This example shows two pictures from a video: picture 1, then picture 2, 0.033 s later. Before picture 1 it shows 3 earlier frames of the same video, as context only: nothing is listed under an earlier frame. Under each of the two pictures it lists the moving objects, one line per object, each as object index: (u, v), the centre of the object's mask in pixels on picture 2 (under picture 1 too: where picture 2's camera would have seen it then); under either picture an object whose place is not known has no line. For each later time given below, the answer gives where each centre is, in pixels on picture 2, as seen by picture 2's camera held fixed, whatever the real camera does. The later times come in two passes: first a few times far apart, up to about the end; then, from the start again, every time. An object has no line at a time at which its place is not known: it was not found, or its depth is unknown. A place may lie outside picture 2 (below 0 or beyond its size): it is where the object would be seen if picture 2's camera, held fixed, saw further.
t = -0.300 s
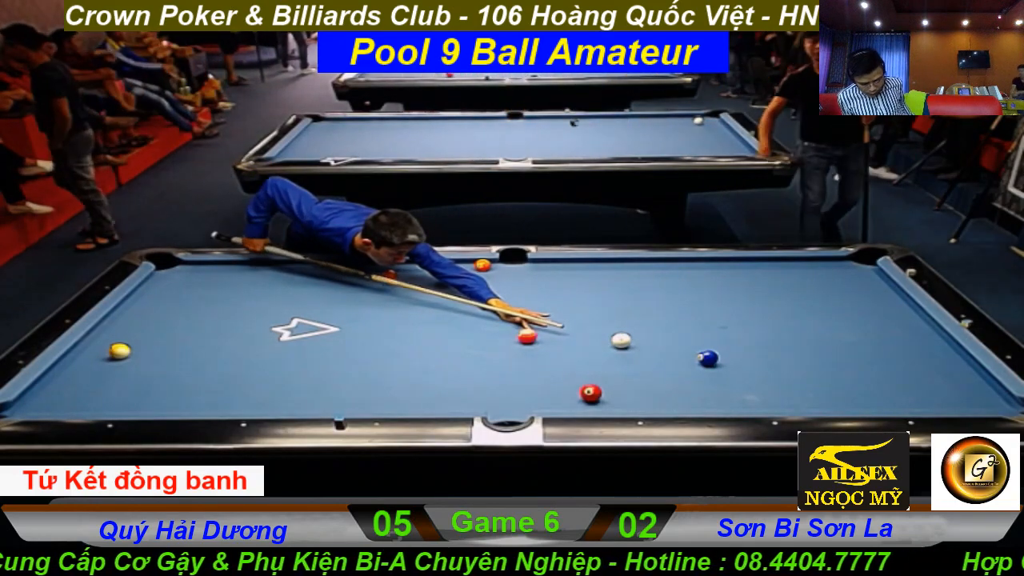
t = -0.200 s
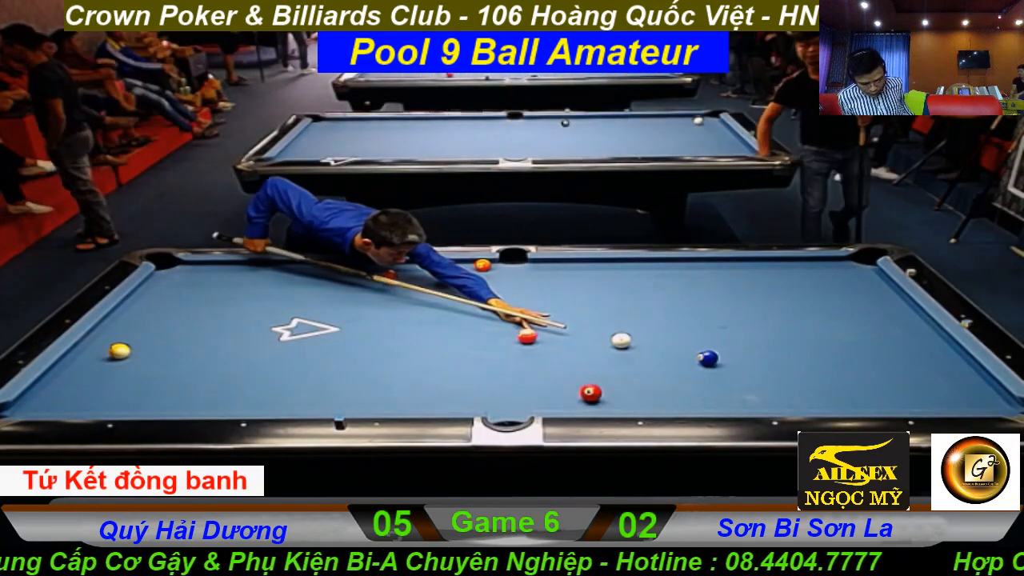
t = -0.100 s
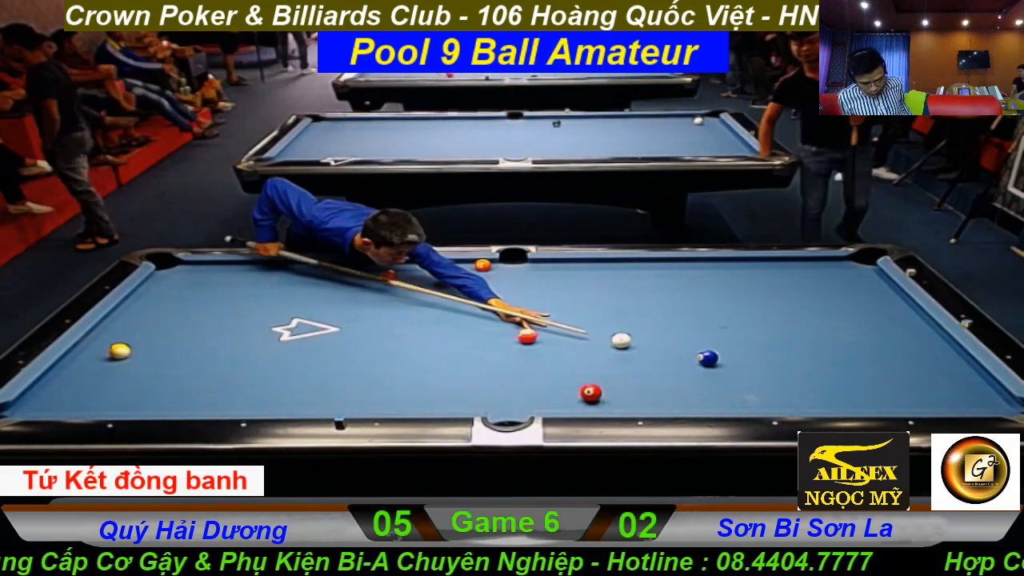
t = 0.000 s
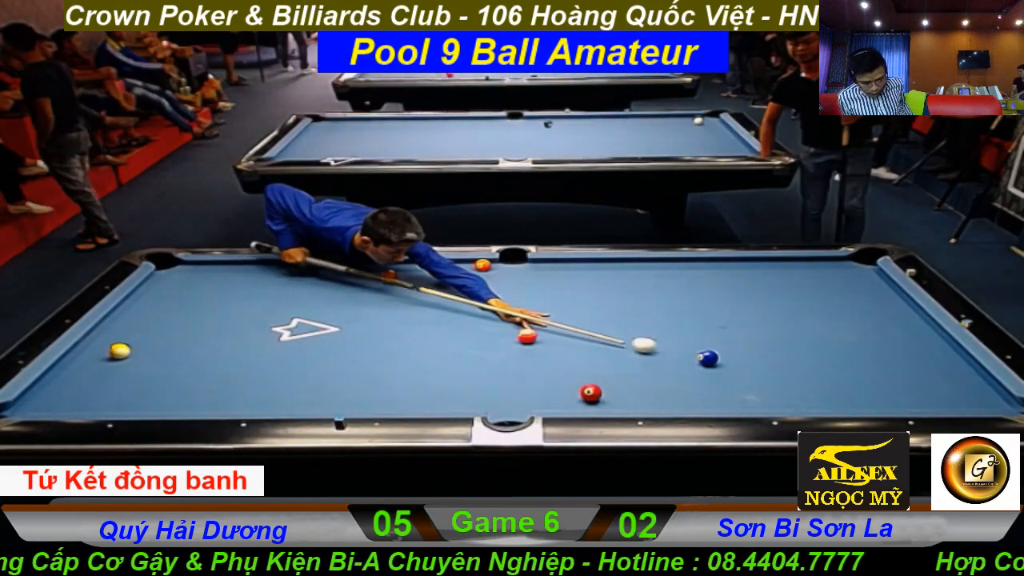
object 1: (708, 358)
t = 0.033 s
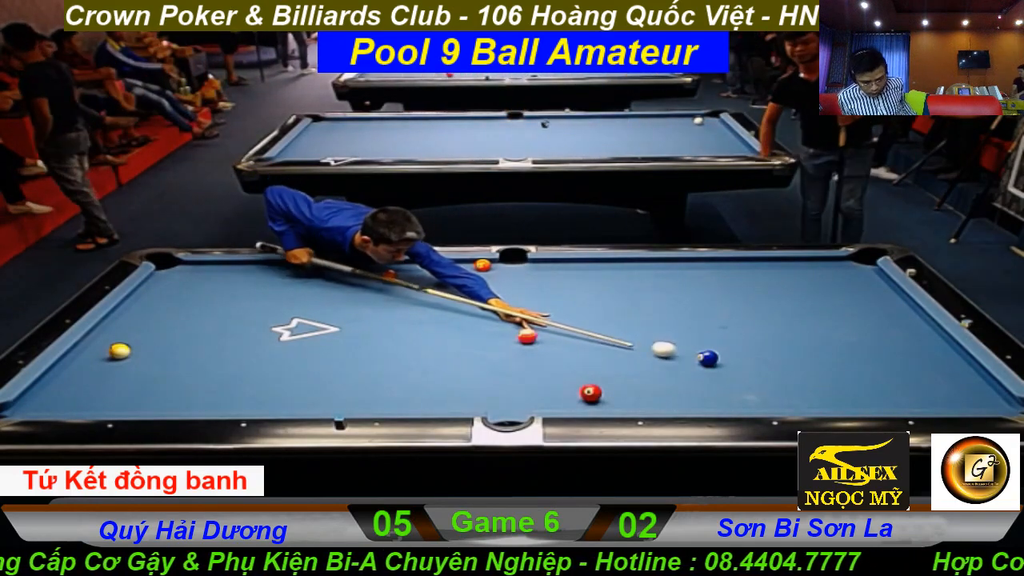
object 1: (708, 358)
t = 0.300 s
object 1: (827, 377)
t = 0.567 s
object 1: (950, 397)
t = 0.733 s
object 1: (1020, 406)
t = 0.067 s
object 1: (708, 358)
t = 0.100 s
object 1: (722, 361)
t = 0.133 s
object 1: (741, 364)
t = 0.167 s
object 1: (760, 367)
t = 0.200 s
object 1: (778, 370)
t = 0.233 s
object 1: (795, 373)
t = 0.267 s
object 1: (811, 375)
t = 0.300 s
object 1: (827, 377)
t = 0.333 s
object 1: (842, 380)
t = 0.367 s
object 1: (857, 382)
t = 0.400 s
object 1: (873, 385)
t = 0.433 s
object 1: (888, 387)
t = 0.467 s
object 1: (903, 389)
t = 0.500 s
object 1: (918, 392)
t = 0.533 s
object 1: (934, 394)
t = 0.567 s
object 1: (950, 397)
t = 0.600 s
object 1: (965, 399)
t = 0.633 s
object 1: (981, 401)
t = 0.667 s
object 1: (997, 402)
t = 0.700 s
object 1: (1014, 404)
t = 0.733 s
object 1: (1020, 406)
